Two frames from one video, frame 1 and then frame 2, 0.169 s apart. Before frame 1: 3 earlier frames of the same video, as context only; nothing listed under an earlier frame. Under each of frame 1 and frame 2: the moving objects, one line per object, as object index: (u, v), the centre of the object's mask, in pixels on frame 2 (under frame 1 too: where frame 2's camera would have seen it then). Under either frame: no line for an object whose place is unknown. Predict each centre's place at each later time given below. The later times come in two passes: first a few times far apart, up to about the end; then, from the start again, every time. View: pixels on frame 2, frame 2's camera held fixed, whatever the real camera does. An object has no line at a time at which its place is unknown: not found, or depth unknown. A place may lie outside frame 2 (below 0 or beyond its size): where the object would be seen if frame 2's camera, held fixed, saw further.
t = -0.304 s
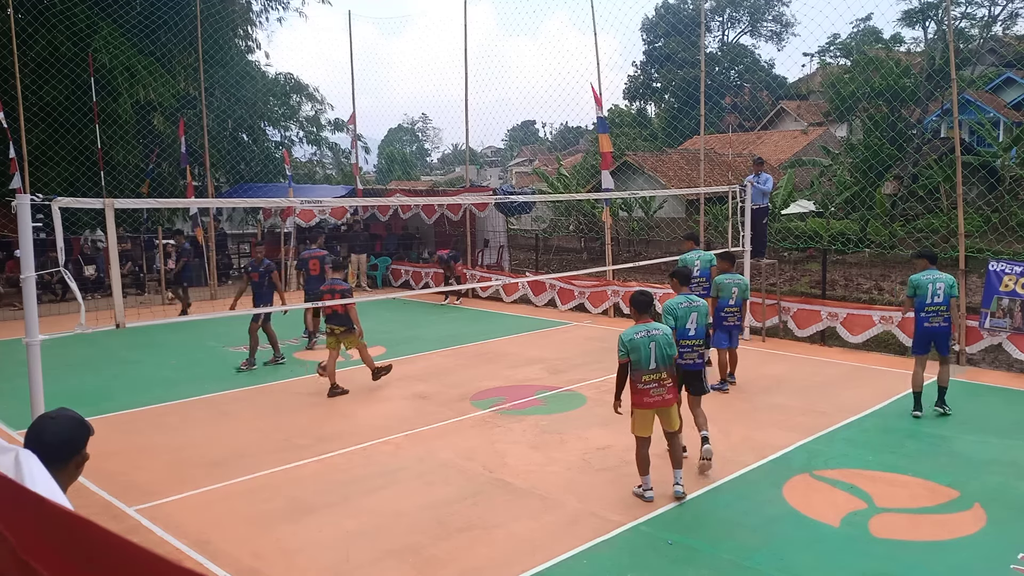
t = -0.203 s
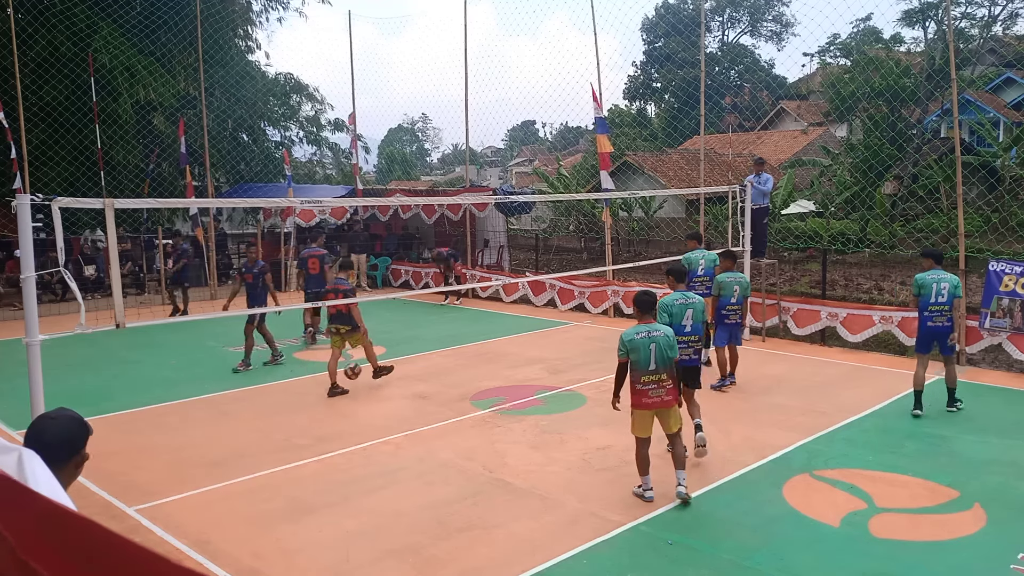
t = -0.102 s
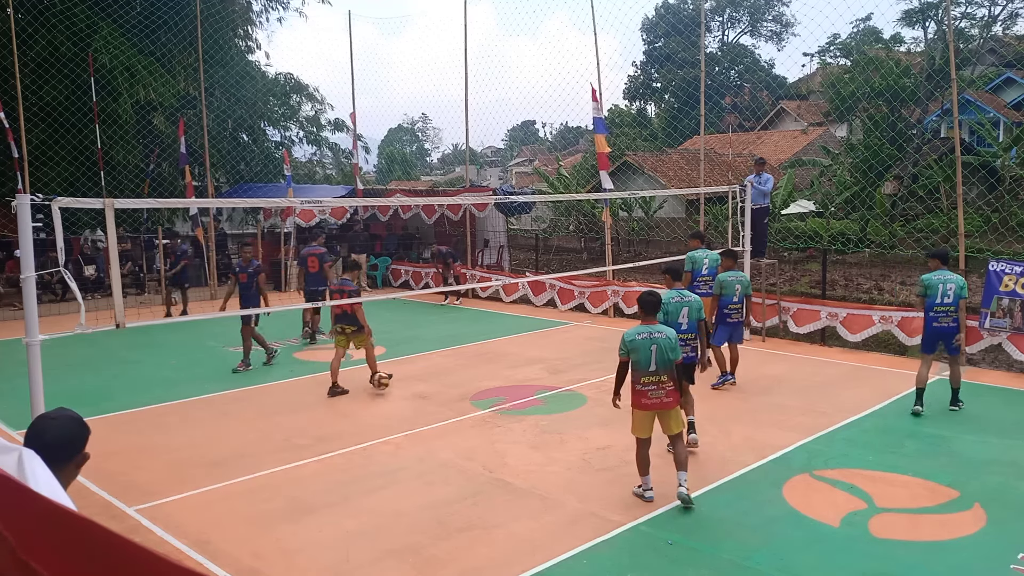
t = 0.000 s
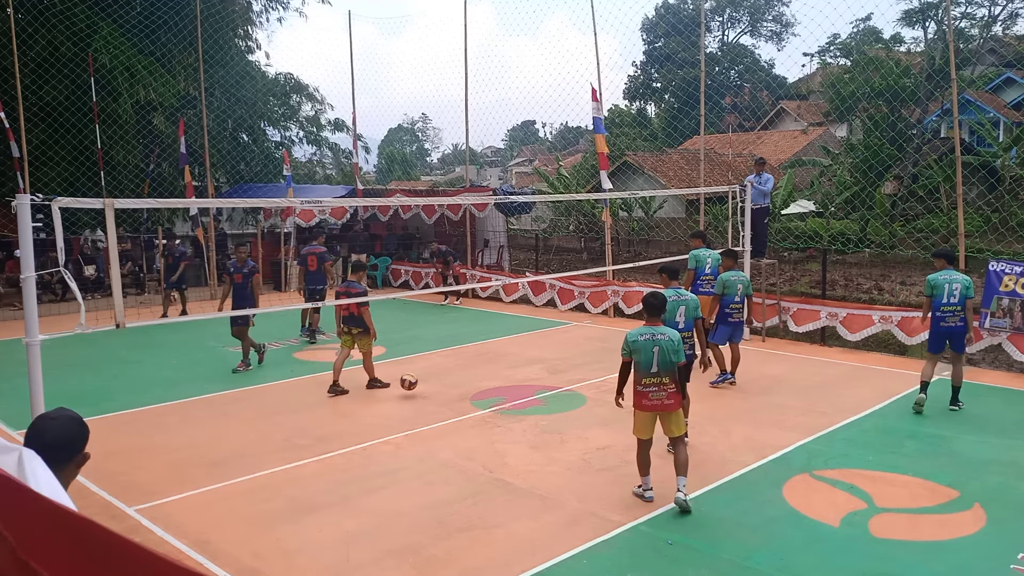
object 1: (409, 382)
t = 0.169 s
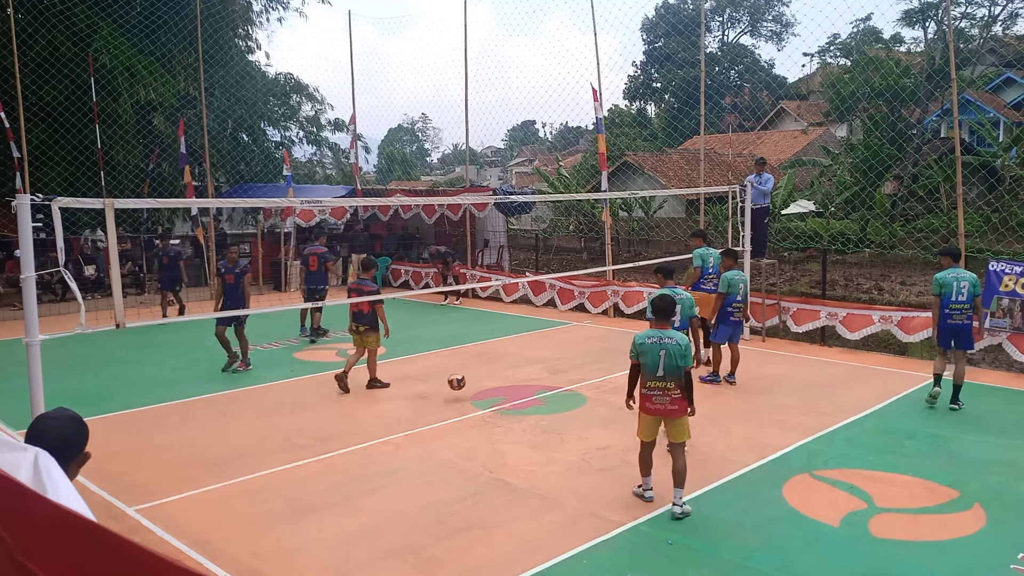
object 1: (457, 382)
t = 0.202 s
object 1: (466, 384)
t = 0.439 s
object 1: (533, 384)
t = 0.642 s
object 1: (592, 398)
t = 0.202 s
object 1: (466, 384)
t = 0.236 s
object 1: (476, 388)
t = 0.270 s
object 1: (486, 393)
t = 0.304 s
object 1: (495, 391)
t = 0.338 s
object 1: (505, 387)
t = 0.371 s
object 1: (514, 385)
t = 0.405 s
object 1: (524, 384)
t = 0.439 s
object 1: (533, 384)
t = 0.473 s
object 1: (543, 385)
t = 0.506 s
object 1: (553, 387)
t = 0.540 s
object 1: (563, 390)
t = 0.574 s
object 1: (572, 394)
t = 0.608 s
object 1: (582, 400)
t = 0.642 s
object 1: (592, 398)
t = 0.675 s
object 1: (602, 395)
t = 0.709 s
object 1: (612, 393)
